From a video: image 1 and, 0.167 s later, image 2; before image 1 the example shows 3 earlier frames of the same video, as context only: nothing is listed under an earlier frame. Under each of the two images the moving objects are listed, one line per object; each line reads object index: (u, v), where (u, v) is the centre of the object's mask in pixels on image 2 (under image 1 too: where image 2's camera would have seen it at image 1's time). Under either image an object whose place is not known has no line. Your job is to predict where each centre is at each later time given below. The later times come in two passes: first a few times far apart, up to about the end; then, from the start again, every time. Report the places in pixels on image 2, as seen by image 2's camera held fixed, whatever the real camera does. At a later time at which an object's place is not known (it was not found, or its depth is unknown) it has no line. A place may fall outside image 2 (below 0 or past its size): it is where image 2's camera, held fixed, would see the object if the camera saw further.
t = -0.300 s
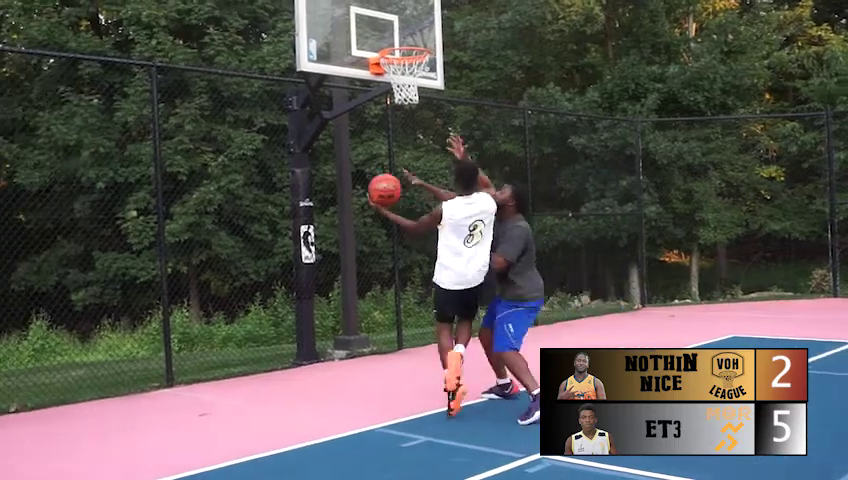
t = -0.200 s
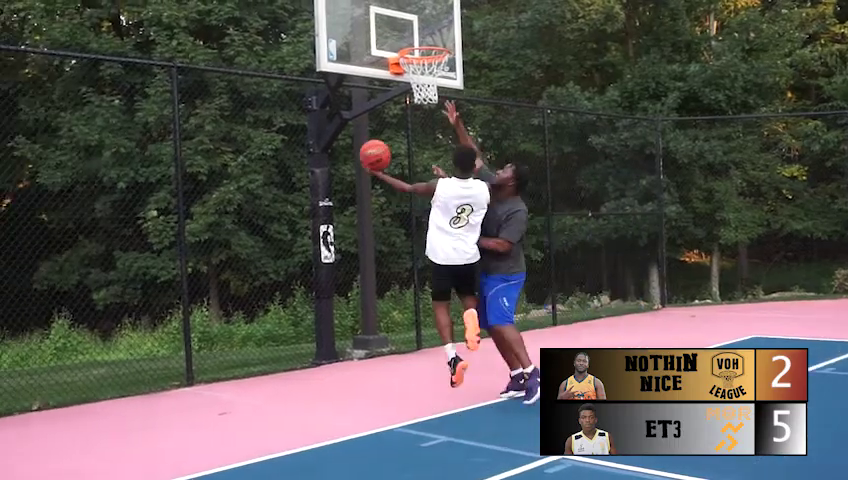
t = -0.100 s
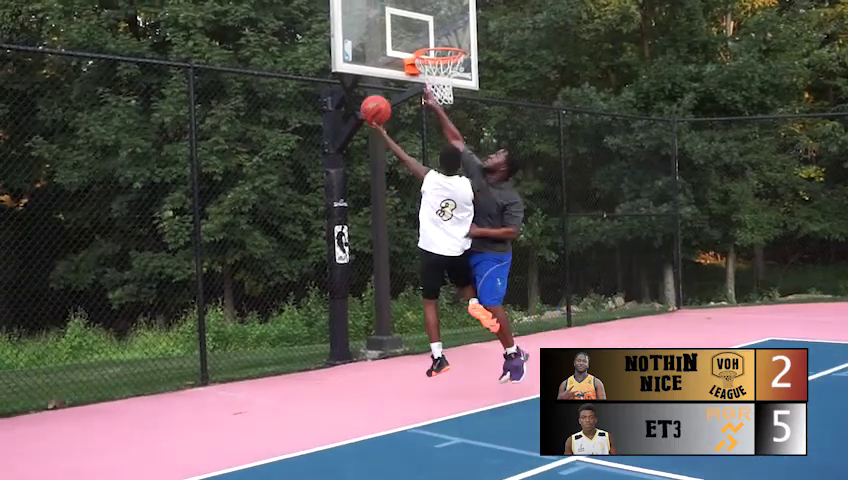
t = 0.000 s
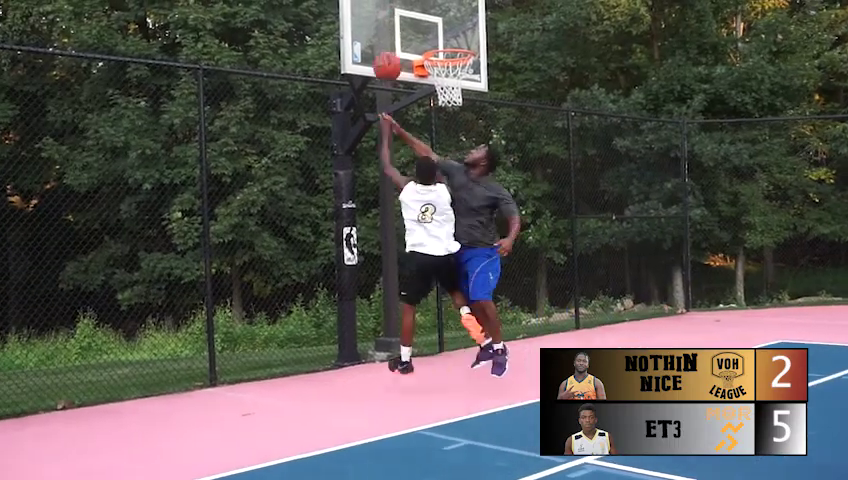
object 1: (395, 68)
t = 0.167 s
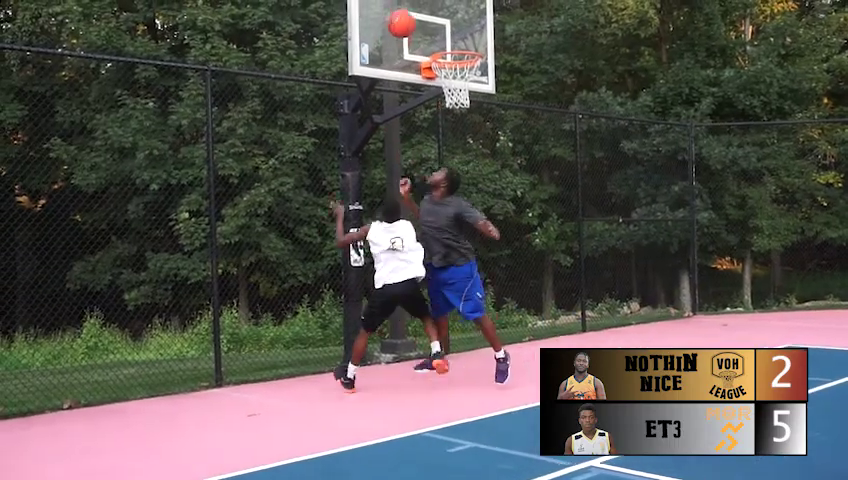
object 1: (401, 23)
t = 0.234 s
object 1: (404, 16)
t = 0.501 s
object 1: (415, 31)
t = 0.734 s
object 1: (449, 64)
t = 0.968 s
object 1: (473, 121)
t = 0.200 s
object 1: (402, 19)
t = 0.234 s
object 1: (404, 16)
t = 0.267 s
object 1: (405, 13)
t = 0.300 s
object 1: (407, 13)
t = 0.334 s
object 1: (408, 13)
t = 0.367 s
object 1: (409, 14)
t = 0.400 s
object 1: (410, 17)
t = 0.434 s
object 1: (411, 21)
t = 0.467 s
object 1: (412, 27)
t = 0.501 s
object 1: (415, 31)
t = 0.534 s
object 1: (420, 31)
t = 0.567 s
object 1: (425, 34)
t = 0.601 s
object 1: (430, 37)
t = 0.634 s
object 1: (434, 41)
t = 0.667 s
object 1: (439, 45)
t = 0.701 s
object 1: (446, 51)
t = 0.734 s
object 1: (449, 64)
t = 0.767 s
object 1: (456, 72)
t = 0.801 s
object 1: (461, 81)
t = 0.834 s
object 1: (464, 91)
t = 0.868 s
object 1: (466, 100)
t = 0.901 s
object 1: (468, 104)
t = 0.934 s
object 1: (470, 112)
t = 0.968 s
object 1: (473, 121)
